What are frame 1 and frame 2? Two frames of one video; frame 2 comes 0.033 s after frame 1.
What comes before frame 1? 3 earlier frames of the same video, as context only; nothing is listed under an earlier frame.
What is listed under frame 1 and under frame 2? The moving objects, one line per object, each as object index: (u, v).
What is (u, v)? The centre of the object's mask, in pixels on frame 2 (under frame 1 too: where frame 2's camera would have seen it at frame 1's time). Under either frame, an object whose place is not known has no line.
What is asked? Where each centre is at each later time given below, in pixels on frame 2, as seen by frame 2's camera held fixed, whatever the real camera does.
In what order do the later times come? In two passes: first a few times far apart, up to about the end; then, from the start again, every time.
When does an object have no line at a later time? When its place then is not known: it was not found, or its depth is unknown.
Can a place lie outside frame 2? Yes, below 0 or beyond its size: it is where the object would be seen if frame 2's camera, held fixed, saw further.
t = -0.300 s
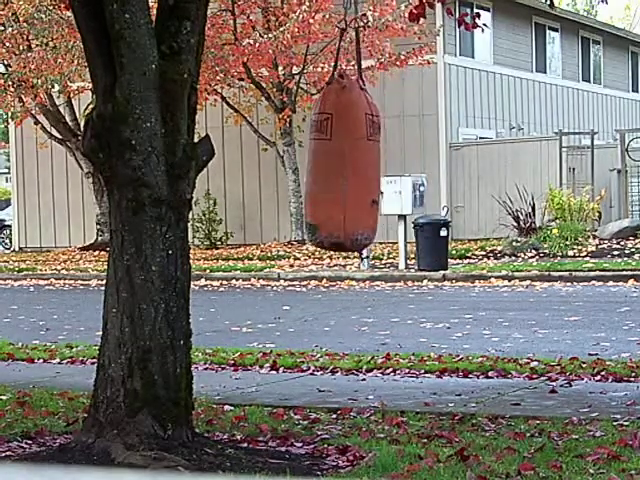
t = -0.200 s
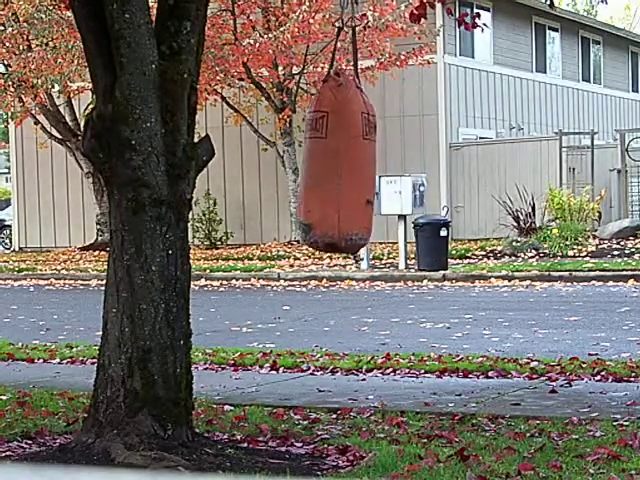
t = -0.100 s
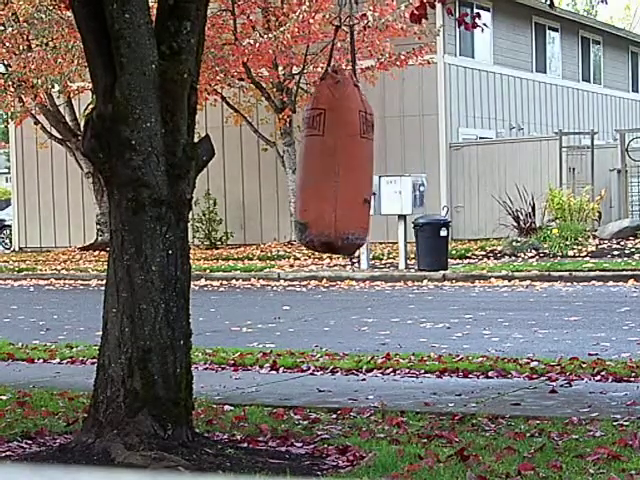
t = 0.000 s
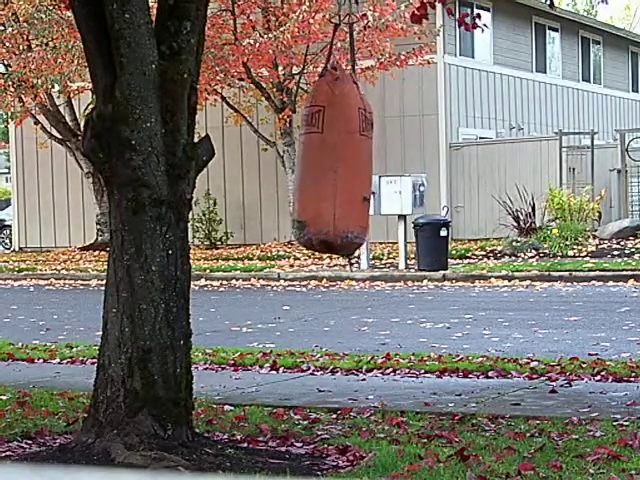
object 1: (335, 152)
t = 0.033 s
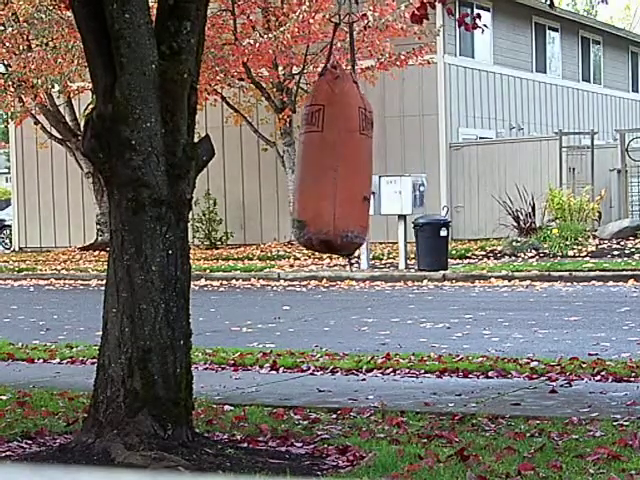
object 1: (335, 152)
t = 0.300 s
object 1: (342, 151)
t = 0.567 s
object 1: (362, 150)
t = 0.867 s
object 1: (390, 151)
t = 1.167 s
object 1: (409, 154)
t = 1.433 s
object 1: (414, 159)
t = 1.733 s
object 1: (404, 156)
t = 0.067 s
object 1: (335, 151)
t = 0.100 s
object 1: (335, 151)
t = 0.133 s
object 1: (336, 151)
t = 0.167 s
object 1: (337, 151)
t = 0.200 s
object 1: (338, 152)
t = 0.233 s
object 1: (339, 151)
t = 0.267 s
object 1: (341, 151)
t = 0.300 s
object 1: (342, 151)
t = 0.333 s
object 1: (344, 150)
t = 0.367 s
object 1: (346, 150)
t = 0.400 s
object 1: (349, 150)
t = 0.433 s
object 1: (351, 157)
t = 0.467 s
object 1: (354, 156)
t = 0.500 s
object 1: (357, 156)
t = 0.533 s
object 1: (360, 154)
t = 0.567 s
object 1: (362, 150)
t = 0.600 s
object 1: (366, 156)
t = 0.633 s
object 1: (369, 154)
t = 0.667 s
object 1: (372, 150)
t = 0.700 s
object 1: (375, 150)
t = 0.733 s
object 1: (378, 151)
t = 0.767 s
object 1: (381, 151)
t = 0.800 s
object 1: (384, 151)
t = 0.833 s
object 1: (388, 157)
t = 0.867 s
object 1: (390, 151)
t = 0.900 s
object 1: (393, 151)
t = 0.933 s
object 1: (395, 152)
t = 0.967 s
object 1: (398, 157)
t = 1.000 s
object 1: (401, 157)
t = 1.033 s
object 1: (403, 158)
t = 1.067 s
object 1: (404, 153)
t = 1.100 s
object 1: (407, 161)
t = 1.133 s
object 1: (409, 161)
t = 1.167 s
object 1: (409, 154)
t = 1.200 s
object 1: (411, 154)
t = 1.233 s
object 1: (412, 159)
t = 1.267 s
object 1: (412, 153)
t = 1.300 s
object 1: (414, 162)
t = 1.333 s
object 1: (414, 160)
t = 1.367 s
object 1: (414, 154)
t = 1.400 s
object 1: (414, 159)
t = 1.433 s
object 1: (414, 159)
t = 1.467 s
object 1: (414, 160)
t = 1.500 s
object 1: (412, 153)
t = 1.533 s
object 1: (412, 158)
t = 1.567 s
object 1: (411, 153)
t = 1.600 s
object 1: (410, 158)
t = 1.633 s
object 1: (408, 152)
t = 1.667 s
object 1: (407, 151)
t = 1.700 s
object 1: (405, 157)
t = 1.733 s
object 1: (404, 156)
